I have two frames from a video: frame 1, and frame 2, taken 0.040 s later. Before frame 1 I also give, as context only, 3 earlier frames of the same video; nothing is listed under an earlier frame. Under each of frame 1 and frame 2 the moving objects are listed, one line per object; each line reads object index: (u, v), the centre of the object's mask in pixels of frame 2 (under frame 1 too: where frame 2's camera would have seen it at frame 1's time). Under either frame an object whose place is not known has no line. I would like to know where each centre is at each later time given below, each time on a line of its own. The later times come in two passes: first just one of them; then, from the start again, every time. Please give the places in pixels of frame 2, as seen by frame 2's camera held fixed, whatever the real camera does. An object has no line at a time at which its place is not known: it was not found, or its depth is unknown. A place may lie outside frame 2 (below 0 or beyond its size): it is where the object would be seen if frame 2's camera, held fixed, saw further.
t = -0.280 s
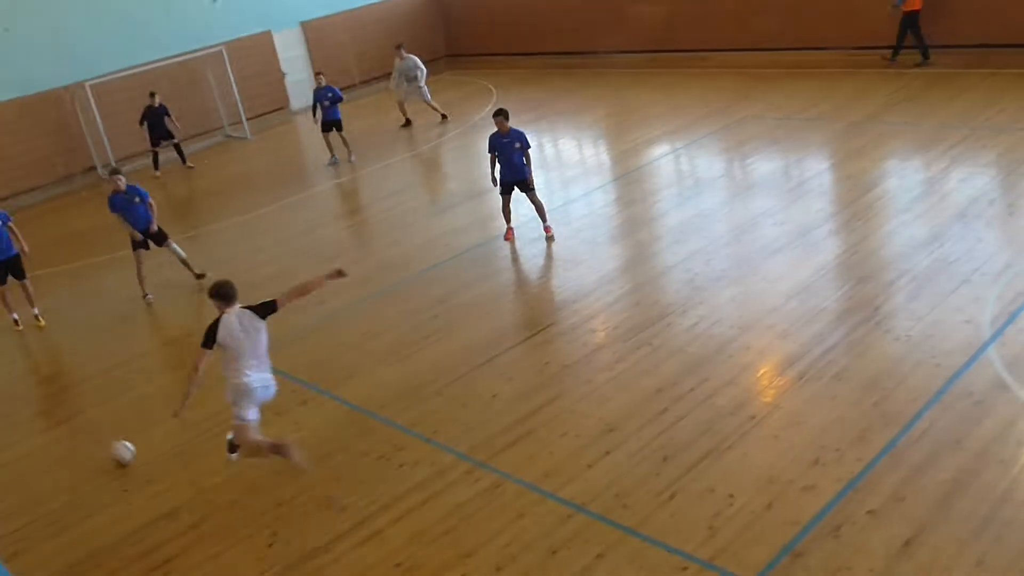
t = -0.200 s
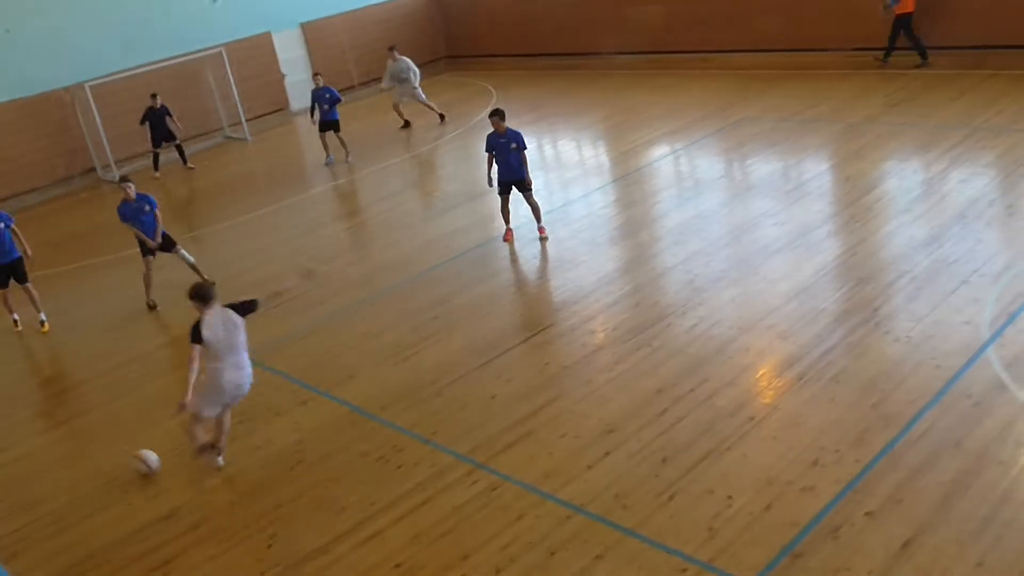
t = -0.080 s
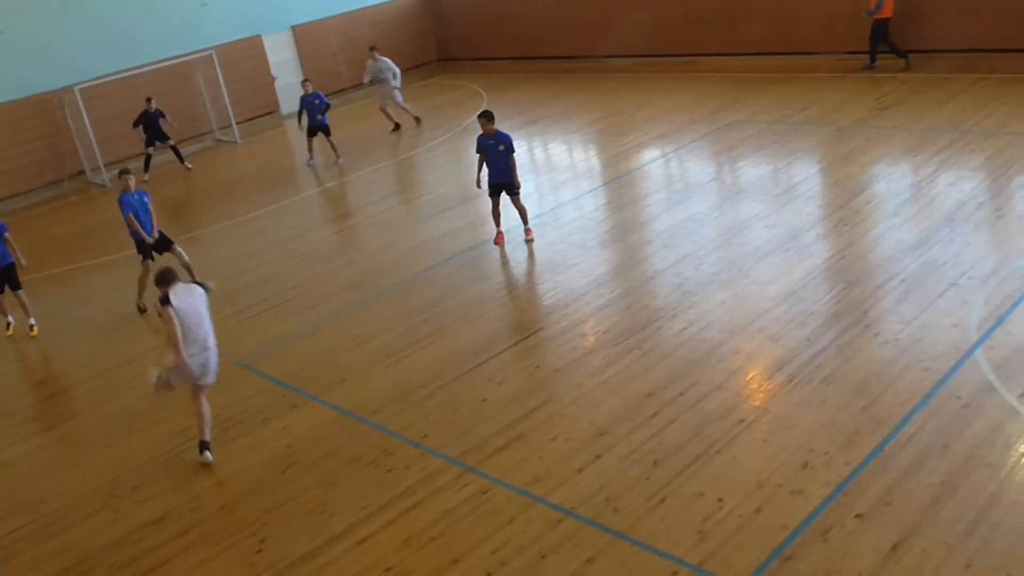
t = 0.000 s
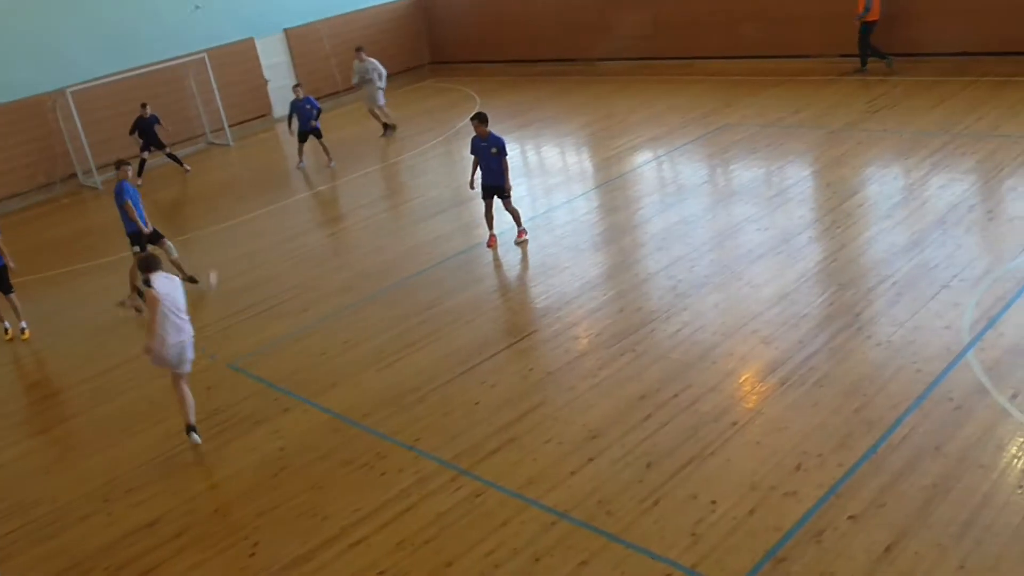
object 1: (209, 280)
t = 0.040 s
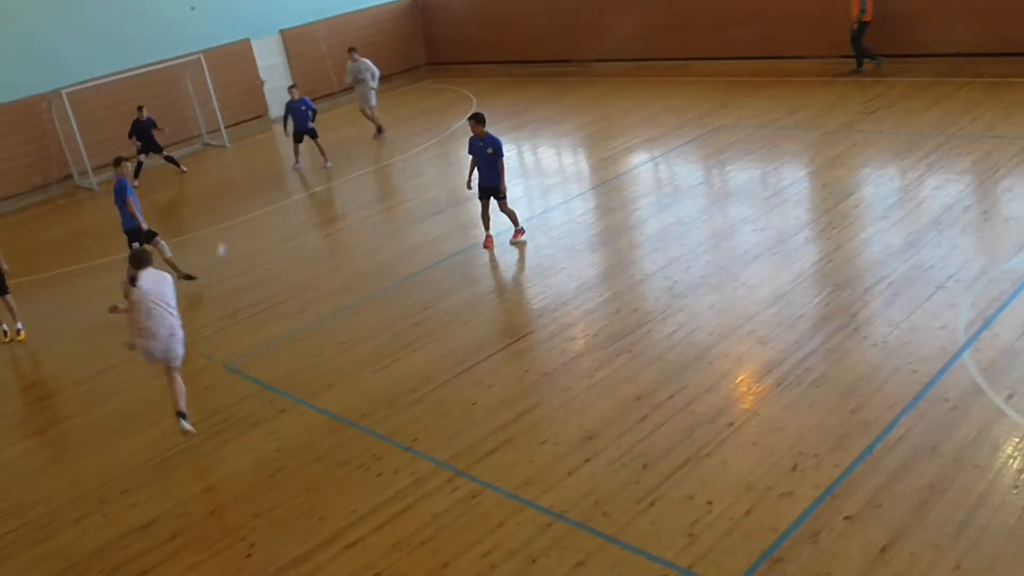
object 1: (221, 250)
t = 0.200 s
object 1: (267, 179)
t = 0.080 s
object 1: (233, 227)
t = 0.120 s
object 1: (245, 208)
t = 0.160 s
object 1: (256, 192)
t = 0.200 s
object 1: (267, 179)
